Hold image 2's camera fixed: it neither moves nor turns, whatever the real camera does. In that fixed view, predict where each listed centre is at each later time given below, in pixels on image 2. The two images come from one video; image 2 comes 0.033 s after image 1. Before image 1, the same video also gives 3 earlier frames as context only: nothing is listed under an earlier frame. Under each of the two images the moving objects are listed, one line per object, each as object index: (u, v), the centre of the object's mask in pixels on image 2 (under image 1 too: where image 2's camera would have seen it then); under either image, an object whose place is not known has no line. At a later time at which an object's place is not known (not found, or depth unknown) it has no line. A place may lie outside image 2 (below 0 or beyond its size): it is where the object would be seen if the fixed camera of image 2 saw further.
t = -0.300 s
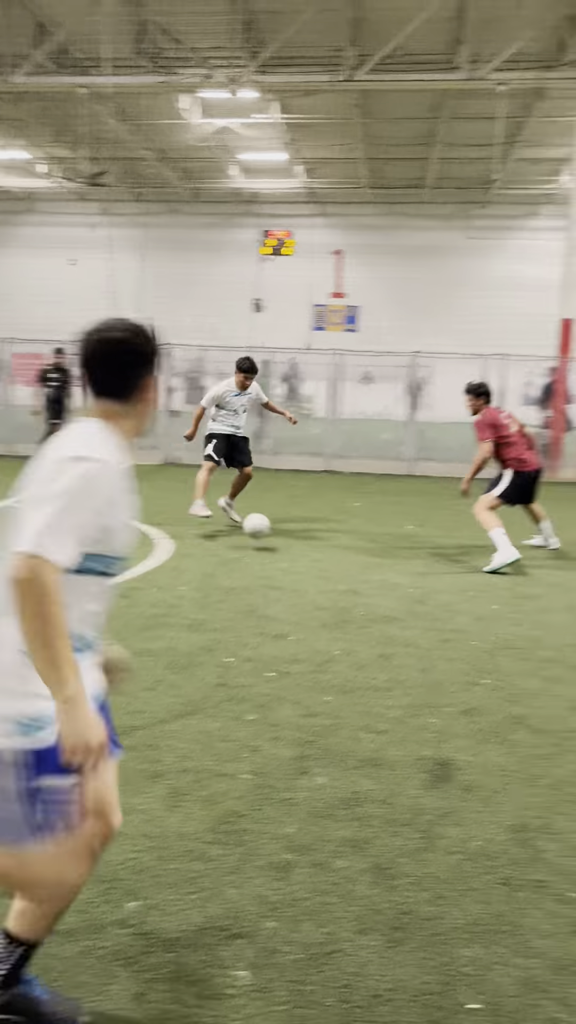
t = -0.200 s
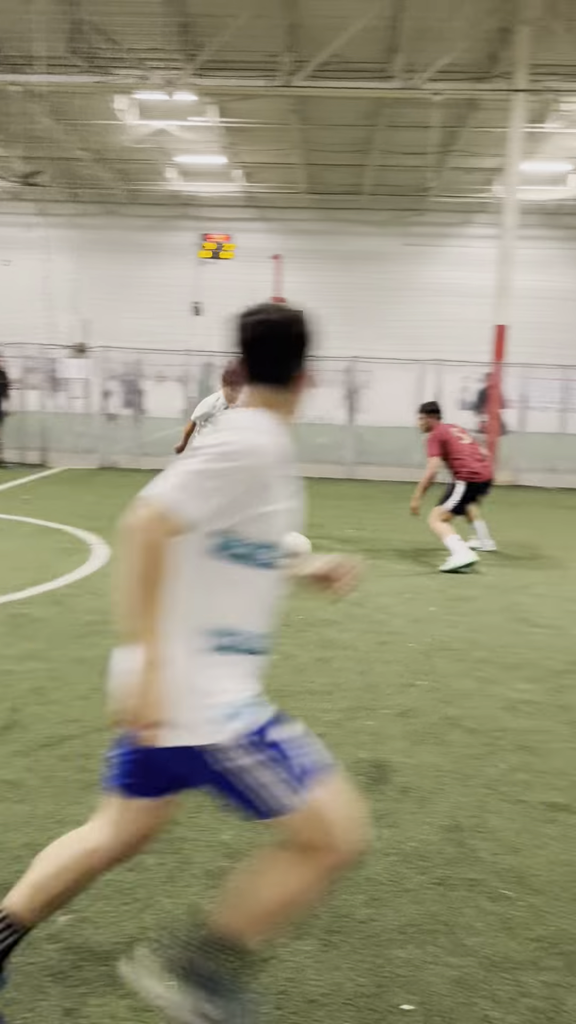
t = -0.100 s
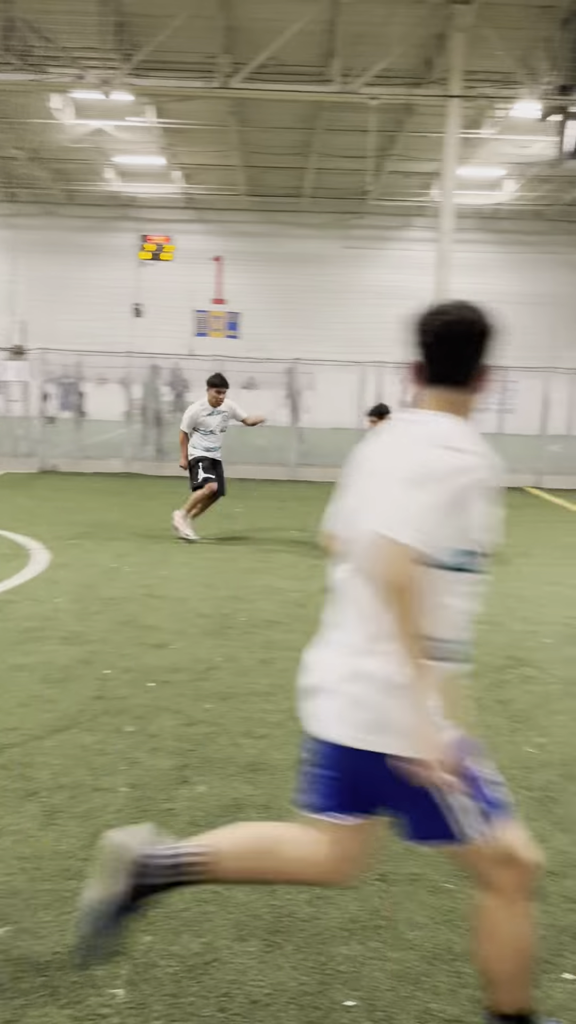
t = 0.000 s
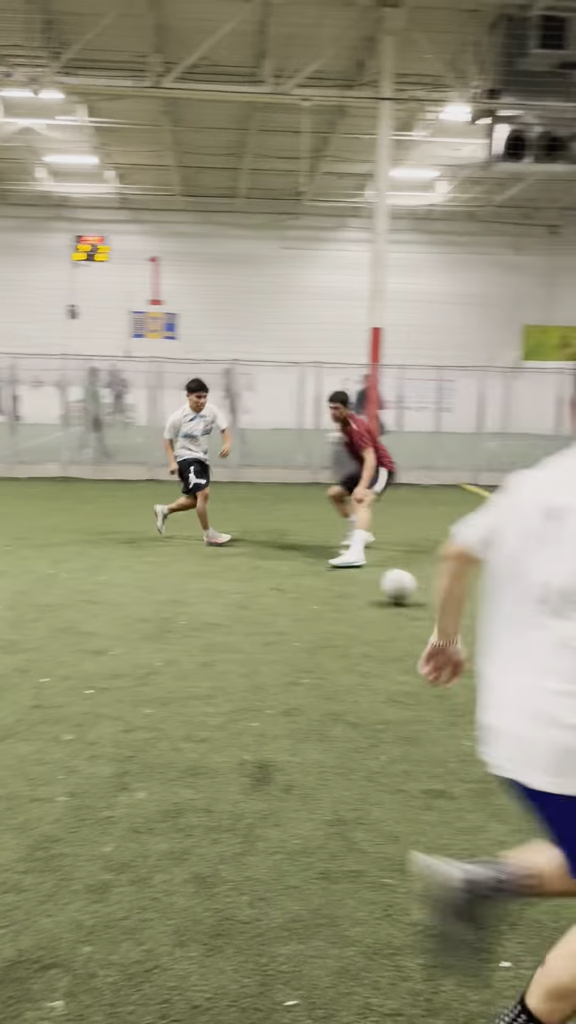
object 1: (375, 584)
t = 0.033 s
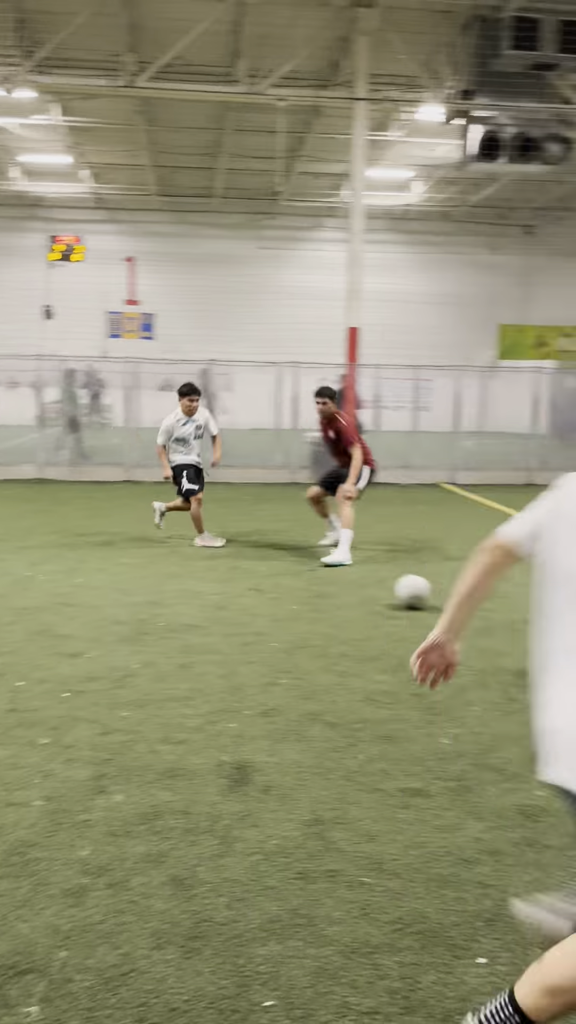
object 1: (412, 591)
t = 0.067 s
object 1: (450, 596)
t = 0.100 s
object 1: (486, 598)
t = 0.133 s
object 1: (524, 603)
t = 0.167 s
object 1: (558, 605)
